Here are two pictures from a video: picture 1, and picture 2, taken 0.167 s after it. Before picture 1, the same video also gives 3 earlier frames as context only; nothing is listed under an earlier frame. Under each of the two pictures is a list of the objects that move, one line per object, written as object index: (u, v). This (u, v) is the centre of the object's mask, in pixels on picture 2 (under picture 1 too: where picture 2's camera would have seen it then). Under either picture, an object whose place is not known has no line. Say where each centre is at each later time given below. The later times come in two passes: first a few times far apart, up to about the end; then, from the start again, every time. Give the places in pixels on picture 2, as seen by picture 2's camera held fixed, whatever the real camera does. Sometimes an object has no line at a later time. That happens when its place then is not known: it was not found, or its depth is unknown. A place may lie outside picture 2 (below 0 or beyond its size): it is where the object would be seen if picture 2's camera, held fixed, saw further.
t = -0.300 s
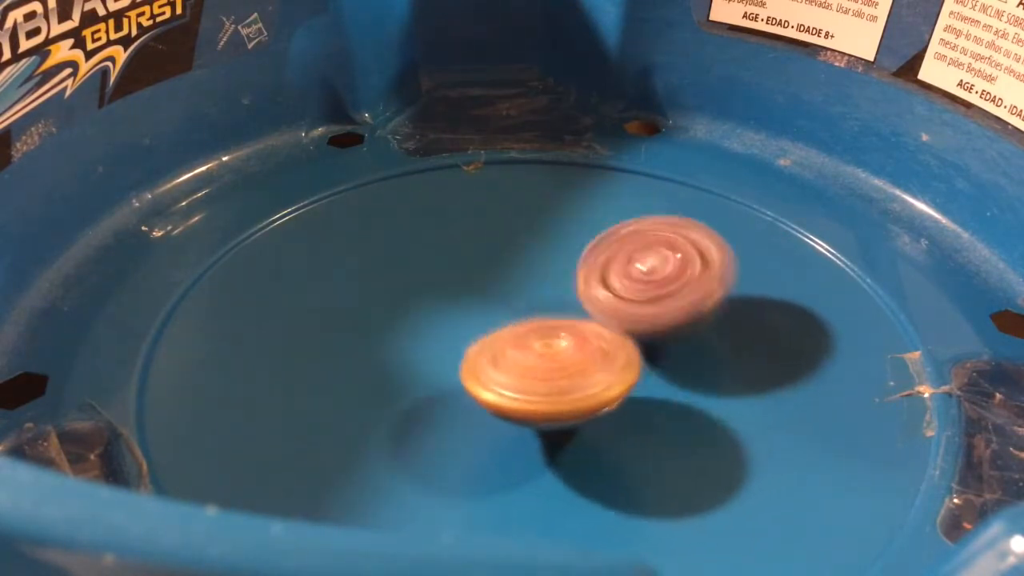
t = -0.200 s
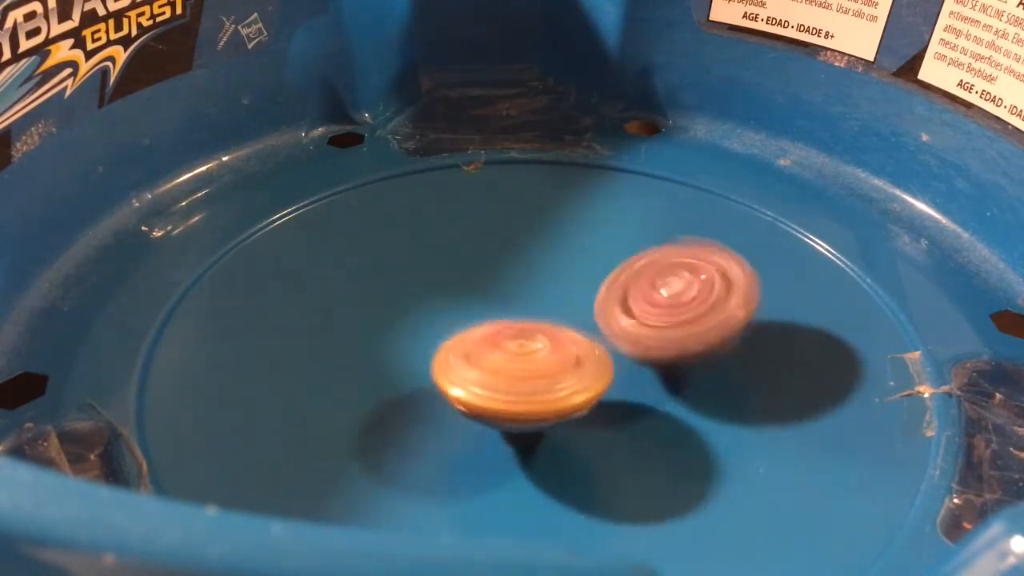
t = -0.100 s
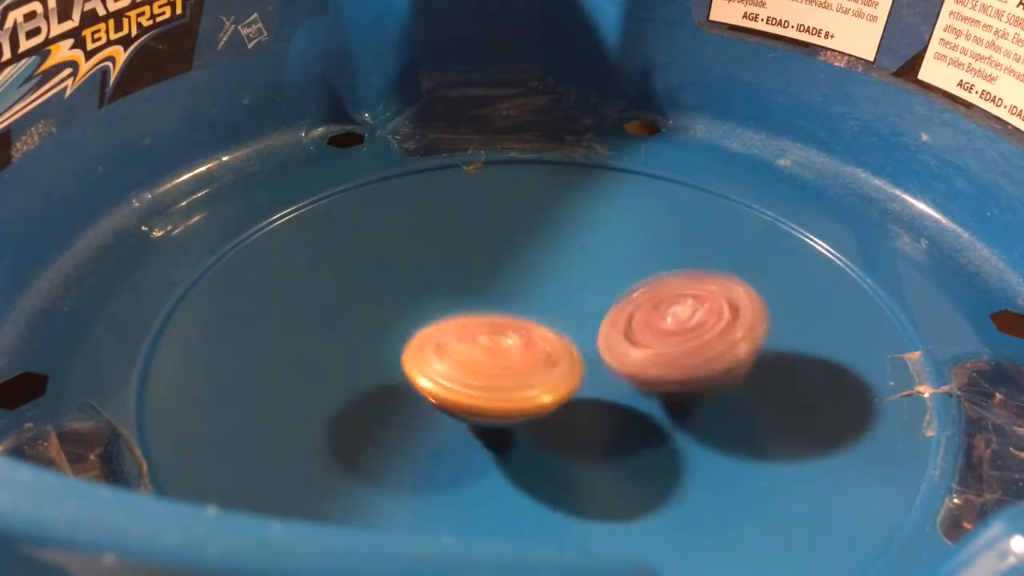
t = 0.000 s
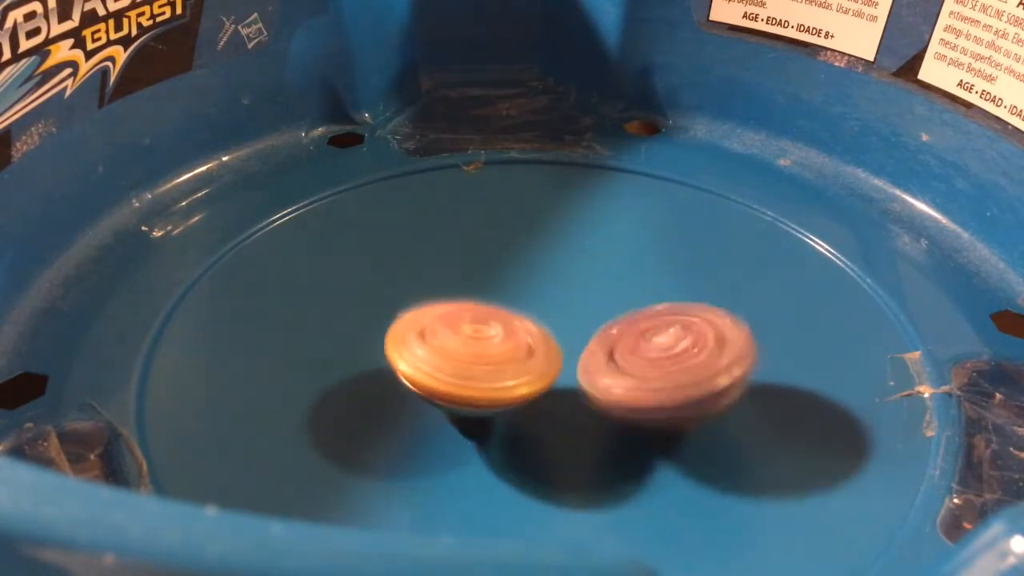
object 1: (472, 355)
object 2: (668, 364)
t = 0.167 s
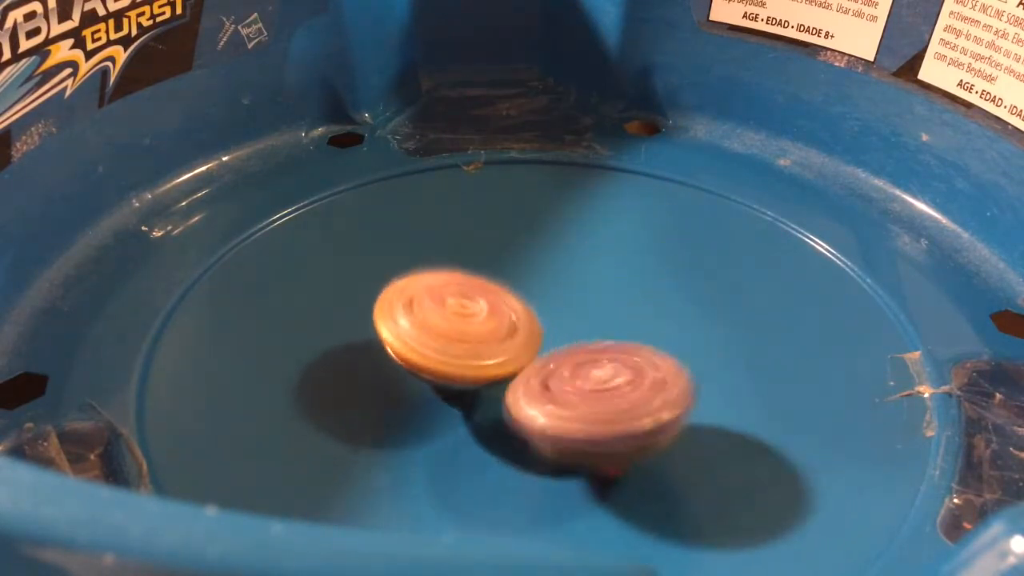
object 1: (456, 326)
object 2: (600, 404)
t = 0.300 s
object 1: (466, 303)
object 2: (529, 413)
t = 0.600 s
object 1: (539, 280)
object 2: (411, 354)
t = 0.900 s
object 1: (611, 310)
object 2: (455, 271)
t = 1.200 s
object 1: (600, 364)
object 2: (576, 258)
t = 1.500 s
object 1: (502, 373)
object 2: (665, 318)
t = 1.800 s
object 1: (460, 315)
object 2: (604, 390)
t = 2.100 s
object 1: (521, 269)
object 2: (461, 378)
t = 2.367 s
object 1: (602, 287)
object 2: (433, 307)
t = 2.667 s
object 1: (615, 352)
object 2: (522, 262)
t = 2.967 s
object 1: (515, 380)
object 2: (629, 294)
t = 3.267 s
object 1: (450, 325)
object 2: (629, 367)
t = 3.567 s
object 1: (505, 273)
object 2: (508, 390)
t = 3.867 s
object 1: (603, 291)
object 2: (440, 329)
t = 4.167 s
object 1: (638, 362)
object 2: (476, 262)
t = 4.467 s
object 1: (524, 382)
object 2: (565, 270)
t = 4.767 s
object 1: (434, 323)
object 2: (624, 336)
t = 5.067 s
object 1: (516, 272)
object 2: (535, 383)
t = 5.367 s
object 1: (654, 287)
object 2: (414, 354)
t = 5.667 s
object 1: (630, 366)
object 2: (485, 300)
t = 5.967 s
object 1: (473, 426)
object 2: (589, 292)
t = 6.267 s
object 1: (345, 281)
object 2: (661, 375)
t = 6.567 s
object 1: (461, 262)
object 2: (563, 370)
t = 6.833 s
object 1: (524, 278)
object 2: (507, 410)
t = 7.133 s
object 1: (503, 289)
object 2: (514, 416)
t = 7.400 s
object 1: (499, 296)
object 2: (509, 415)
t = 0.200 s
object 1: (456, 320)
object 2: (584, 409)
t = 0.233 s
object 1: (458, 314)
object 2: (567, 412)
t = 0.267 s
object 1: (461, 308)
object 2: (547, 413)
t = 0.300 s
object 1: (466, 303)
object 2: (529, 413)
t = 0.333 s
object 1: (471, 298)
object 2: (511, 411)
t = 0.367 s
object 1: (477, 293)
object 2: (494, 407)
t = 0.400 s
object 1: (484, 289)
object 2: (476, 402)
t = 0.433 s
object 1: (492, 285)
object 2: (459, 398)
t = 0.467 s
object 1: (501, 283)
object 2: (445, 391)
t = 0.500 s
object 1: (510, 281)
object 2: (434, 382)
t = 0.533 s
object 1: (519, 280)
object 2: (424, 373)
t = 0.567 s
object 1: (529, 279)
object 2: (416, 363)
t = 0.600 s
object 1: (539, 280)
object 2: (411, 354)
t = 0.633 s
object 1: (548, 281)
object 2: (409, 343)
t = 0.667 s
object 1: (559, 282)
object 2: (407, 333)
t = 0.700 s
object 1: (567, 284)
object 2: (409, 322)
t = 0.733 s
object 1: (576, 287)
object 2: (414, 313)
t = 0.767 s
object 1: (584, 291)
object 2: (418, 303)
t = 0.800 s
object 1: (592, 295)
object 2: (426, 295)
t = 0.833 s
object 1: (601, 300)
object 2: (432, 286)
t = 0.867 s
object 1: (607, 305)
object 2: (443, 279)
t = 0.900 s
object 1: (611, 310)
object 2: (455, 271)
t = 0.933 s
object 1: (615, 317)
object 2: (466, 267)
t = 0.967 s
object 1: (618, 323)
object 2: (479, 263)
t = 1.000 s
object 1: (620, 329)
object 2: (490, 259)
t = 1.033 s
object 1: (620, 336)
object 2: (505, 256)
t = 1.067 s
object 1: (619, 342)
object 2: (520, 254)
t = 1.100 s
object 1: (617, 348)
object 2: (533, 254)
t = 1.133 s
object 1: (613, 354)
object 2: (549, 254)
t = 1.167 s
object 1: (607, 359)
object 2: (562, 256)
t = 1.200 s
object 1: (600, 364)
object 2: (576, 258)
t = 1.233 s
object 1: (592, 369)
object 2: (591, 261)
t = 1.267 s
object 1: (583, 372)
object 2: (604, 266)
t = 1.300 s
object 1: (572, 375)
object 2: (618, 271)
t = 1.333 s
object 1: (561, 378)
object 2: (630, 277)
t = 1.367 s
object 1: (549, 379)
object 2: (640, 285)
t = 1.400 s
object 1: (536, 379)
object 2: (647, 291)
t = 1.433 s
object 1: (525, 378)
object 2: (656, 302)
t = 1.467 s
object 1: (513, 376)
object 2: (662, 308)
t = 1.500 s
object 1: (502, 373)
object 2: (665, 318)
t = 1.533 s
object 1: (491, 368)
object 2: (668, 327)
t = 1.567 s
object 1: (483, 363)
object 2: (667, 336)
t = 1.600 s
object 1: (475, 356)
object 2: (665, 345)
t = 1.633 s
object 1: (469, 350)
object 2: (659, 356)
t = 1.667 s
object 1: (463, 343)
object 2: (651, 364)
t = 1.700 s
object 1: (460, 336)
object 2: (643, 371)
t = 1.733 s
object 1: (459, 329)
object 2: (631, 379)
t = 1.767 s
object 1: (459, 321)
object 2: (620, 386)
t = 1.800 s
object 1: (460, 315)
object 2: (604, 390)
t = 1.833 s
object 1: (462, 308)
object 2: (588, 395)
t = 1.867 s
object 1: (466, 301)
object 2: (572, 398)
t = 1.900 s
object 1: (471, 293)
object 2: (556, 399)
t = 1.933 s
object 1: (476, 287)
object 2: (538, 399)
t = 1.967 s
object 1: (483, 281)
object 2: (523, 397)
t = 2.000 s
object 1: (492, 277)
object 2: (507, 395)
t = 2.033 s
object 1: (502, 274)
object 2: (490, 391)
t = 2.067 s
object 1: (511, 270)
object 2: (476, 385)
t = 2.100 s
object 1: (521, 269)
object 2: (461, 378)
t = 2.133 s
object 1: (531, 268)
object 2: (450, 370)
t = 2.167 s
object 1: (544, 269)
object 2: (442, 362)
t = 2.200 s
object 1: (554, 269)
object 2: (435, 353)
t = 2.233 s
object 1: (564, 271)
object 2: (432, 344)
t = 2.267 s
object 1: (575, 274)
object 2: (428, 334)
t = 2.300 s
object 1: (586, 278)
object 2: (428, 324)
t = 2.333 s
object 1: (594, 282)
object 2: (428, 315)
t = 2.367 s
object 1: (602, 287)
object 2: (433, 307)
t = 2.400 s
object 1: (609, 294)
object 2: (438, 298)
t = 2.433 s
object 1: (616, 301)
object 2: (444, 291)
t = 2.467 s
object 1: (621, 307)
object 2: (454, 284)
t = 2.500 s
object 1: (624, 315)
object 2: (462, 278)
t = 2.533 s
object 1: (625, 323)
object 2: (473, 273)
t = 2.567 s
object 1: (626, 330)
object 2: (483, 269)
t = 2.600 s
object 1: (624, 338)
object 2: (496, 266)
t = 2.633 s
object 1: (620, 345)
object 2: (508, 263)
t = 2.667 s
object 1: (615, 352)
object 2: (522, 262)
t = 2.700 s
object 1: (609, 358)
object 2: (535, 261)
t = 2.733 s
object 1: (601, 364)
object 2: (548, 262)
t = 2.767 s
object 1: (590, 369)
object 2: (563, 264)
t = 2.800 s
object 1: (580, 372)
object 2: (574, 266)
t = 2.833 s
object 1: (568, 376)
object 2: (588, 271)
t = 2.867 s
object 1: (555, 379)
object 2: (599, 276)
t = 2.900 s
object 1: (540, 381)
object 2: (610, 281)
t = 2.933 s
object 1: (528, 380)
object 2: (621, 287)
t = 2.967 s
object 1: (515, 380)
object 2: (629, 294)
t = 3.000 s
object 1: (502, 375)
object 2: (637, 300)
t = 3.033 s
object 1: (490, 372)
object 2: (643, 309)
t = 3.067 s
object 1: (480, 367)
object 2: (647, 316)
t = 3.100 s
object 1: (471, 361)
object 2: (648, 324)
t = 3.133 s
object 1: (463, 356)
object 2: (649, 333)
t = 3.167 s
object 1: (456, 348)
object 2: (647, 341)
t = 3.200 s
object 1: (453, 341)
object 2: (644, 351)
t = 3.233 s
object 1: (451, 333)
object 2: (637, 360)
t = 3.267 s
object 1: (450, 325)
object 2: (629, 367)
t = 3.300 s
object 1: (451, 318)
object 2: (617, 374)
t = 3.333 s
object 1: (454, 312)
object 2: (605, 379)
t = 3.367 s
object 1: (457, 304)
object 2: (592, 384)
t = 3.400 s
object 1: (462, 298)
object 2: (577, 387)
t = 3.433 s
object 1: (468, 290)
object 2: (565, 389)
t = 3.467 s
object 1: (476, 284)
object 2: (550, 392)
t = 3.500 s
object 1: (485, 280)
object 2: (534, 393)
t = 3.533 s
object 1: (494, 276)
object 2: (522, 392)
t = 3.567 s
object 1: (505, 273)
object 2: (508, 390)
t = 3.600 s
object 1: (517, 272)
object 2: (493, 387)
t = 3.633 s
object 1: (528, 270)
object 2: (482, 383)
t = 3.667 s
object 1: (539, 271)
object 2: (469, 377)
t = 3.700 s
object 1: (552, 273)
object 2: (460, 371)
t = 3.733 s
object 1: (563, 274)
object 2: (451, 363)
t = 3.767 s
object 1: (574, 277)
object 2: (446, 355)
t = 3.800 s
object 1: (584, 282)
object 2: (442, 346)
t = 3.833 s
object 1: (595, 287)
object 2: (440, 338)
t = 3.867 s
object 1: (603, 291)
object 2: (440, 329)
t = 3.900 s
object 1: (610, 298)
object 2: (442, 320)
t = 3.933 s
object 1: (617, 305)
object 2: (446, 311)
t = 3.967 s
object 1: (622, 312)
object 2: (451, 305)
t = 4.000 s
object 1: (627, 320)
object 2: (456, 297)
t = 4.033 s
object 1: (637, 330)
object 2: (455, 286)
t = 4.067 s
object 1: (643, 340)
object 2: (458, 278)
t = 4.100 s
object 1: (644, 348)
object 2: (464, 272)
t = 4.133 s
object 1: (642, 355)
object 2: (470, 266)
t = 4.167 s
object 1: (638, 362)
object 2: (476, 262)
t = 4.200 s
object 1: (631, 370)
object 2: (485, 257)
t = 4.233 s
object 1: (621, 375)
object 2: (495, 256)
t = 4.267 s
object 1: (610, 378)
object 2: (504, 253)
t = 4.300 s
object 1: (598, 382)
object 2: (515, 254)
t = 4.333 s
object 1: (584, 385)
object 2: (525, 255)
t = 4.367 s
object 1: (571, 385)
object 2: (536, 258)
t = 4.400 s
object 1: (555, 385)
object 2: (546, 261)
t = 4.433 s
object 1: (538, 384)
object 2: (556, 266)
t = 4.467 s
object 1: (524, 382)
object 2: (565, 270)
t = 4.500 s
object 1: (510, 376)
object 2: (574, 278)
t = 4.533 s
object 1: (494, 372)
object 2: (582, 282)
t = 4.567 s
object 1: (474, 369)
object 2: (598, 288)
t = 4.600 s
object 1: (460, 364)
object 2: (608, 295)
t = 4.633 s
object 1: (450, 357)
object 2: (614, 304)
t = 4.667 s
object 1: (442, 350)
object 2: (619, 309)
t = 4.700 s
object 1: (437, 342)
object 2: (624, 319)
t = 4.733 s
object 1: (433, 332)
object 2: (623, 326)
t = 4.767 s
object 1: (434, 323)
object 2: (624, 336)
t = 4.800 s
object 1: (436, 315)
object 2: (621, 344)
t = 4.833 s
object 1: (440, 307)
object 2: (617, 353)
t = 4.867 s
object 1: (447, 299)
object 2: (609, 362)
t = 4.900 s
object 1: (455, 292)
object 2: (602, 368)
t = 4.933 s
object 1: (464, 287)
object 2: (590, 373)
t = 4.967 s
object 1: (476, 282)
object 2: (579, 378)
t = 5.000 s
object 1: (488, 277)
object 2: (564, 381)
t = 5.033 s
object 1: (501, 274)
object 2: (552, 383)
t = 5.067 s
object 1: (516, 272)
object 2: (535, 383)
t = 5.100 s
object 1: (531, 272)
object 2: (521, 382)
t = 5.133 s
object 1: (549, 272)
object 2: (501, 382)
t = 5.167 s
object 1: (572, 267)
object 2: (478, 385)
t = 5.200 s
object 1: (590, 265)
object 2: (459, 386)
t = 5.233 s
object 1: (606, 266)
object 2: (447, 382)
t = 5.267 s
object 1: (622, 270)
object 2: (439, 378)
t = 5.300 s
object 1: (634, 275)
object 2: (426, 370)
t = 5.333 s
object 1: (645, 281)
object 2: (417, 362)
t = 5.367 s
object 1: (654, 287)
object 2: (414, 354)
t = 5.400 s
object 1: (661, 295)
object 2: (412, 344)
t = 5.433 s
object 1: (666, 304)
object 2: (413, 336)
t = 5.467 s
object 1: (669, 313)
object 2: (417, 327)
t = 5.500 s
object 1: (670, 323)
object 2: (424, 321)
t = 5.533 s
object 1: (667, 332)
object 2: (433, 314)
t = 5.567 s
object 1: (663, 341)
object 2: (444, 308)
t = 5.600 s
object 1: (655, 351)
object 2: (456, 304)
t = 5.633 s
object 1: (643, 359)
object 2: (470, 301)
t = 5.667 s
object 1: (630, 366)
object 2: (485, 300)
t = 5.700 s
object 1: (617, 376)
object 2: (499, 296)
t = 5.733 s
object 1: (607, 393)
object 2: (509, 285)
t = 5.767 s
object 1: (594, 410)
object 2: (522, 275)
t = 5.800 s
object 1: (575, 423)
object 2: (537, 272)
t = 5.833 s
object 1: (554, 431)
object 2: (552, 276)
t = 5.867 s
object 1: (530, 436)
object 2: (561, 281)
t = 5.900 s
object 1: (508, 437)
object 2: (570, 282)
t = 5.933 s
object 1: (490, 433)
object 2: (580, 285)
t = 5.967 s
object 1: (473, 426)
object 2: (589, 292)
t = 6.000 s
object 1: (460, 417)
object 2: (595, 300)
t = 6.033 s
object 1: (447, 408)
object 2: (597, 308)
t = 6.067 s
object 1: (439, 395)
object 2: (598, 316)
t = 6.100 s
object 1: (433, 383)
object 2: (598, 325)
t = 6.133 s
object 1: (429, 369)
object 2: (593, 334)
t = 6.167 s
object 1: (412, 352)
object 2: (604, 342)
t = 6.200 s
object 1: (380, 331)
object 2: (630, 356)
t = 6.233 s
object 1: (358, 301)
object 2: (654, 369)
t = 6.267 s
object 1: (345, 281)
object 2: (661, 375)
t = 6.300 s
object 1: (343, 266)
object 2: (658, 384)
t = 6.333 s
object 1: (348, 249)
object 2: (645, 393)
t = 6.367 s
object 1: (356, 243)
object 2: (636, 399)
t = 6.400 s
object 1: (370, 239)
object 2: (624, 398)
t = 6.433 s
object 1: (386, 240)
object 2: (614, 394)
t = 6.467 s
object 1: (404, 242)
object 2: (600, 391)
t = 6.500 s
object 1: (423, 247)
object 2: (588, 384)
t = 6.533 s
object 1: (442, 255)
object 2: (575, 377)
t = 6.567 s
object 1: (461, 262)
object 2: (563, 370)
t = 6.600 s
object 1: (473, 263)
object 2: (557, 361)
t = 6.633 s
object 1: (483, 260)
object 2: (560, 365)
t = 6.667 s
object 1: (491, 262)
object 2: (552, 373)
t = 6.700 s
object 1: (503, 265)
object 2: (540, 380)
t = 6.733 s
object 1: (508, 272)
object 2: (526, 386)
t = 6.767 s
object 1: (515, 273)
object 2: (514, 393)
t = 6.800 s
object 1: (522, 275)
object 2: (510, 402)
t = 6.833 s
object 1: (524, 278)
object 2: (507, 410)
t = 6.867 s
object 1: (521, 283)
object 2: (507, 416)
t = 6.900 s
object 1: (517, 286)
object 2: (505, 418)
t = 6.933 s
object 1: (514, 287)
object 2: (506, 421)
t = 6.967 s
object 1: (510, 288)
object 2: (507, 419)
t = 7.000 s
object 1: (508, 288)
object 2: (506, 419)
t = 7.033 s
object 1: (509, 288)
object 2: (508, 418)
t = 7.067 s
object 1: (507, 289)
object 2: (511, 417)
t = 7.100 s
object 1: (507, 290)
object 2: (513, 416)
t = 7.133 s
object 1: (503, 289)
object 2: (514, 416)
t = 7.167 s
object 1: (501, 289)
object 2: (513, 416)
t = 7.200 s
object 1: (500, 289)
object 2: (511, 416)
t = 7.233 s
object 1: (500, 289)
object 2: (508, 416)
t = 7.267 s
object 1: (500, 289)
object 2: (509, 415)
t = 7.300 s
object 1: (502, 291)
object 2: (509, 415)
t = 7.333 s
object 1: (500, 293)
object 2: (509, 415)
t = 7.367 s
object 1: (499, 294)
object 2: (509, 415)
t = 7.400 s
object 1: (499, 296)
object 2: (509, 415)
